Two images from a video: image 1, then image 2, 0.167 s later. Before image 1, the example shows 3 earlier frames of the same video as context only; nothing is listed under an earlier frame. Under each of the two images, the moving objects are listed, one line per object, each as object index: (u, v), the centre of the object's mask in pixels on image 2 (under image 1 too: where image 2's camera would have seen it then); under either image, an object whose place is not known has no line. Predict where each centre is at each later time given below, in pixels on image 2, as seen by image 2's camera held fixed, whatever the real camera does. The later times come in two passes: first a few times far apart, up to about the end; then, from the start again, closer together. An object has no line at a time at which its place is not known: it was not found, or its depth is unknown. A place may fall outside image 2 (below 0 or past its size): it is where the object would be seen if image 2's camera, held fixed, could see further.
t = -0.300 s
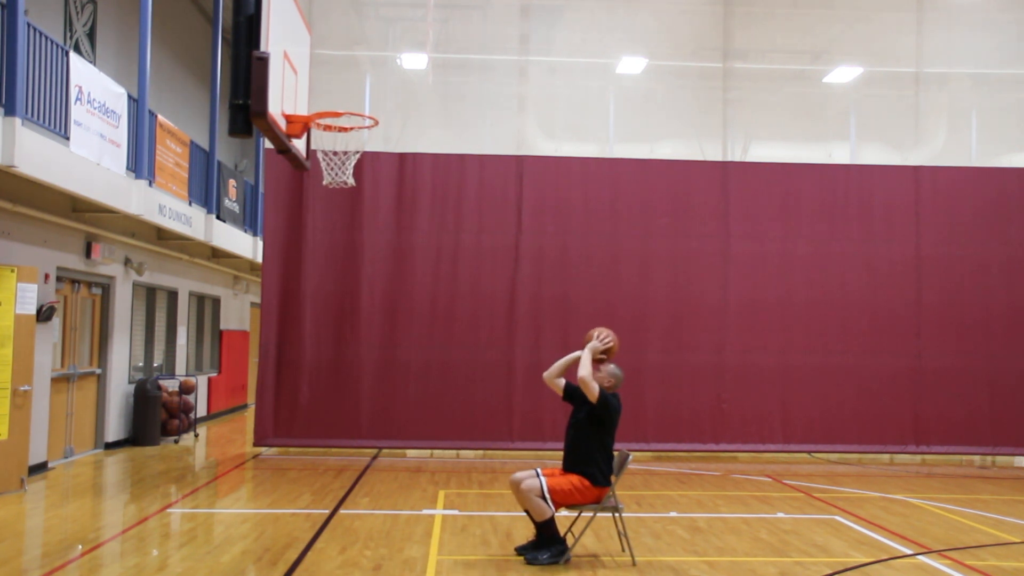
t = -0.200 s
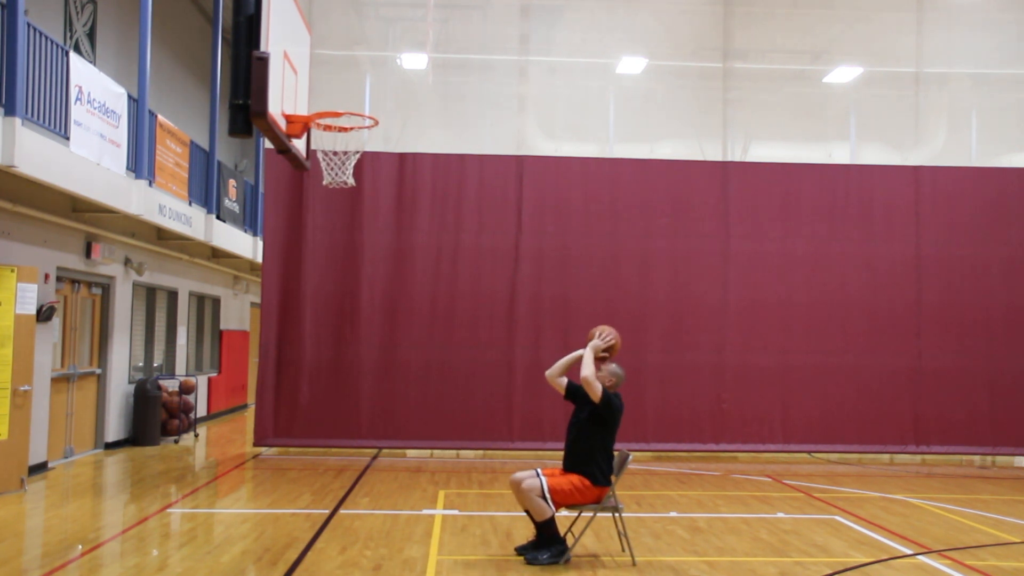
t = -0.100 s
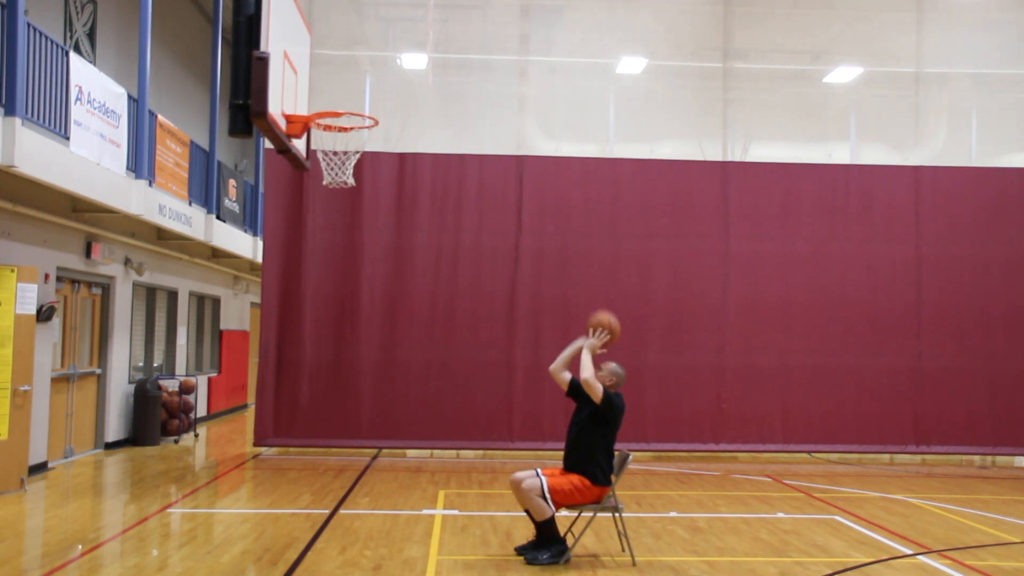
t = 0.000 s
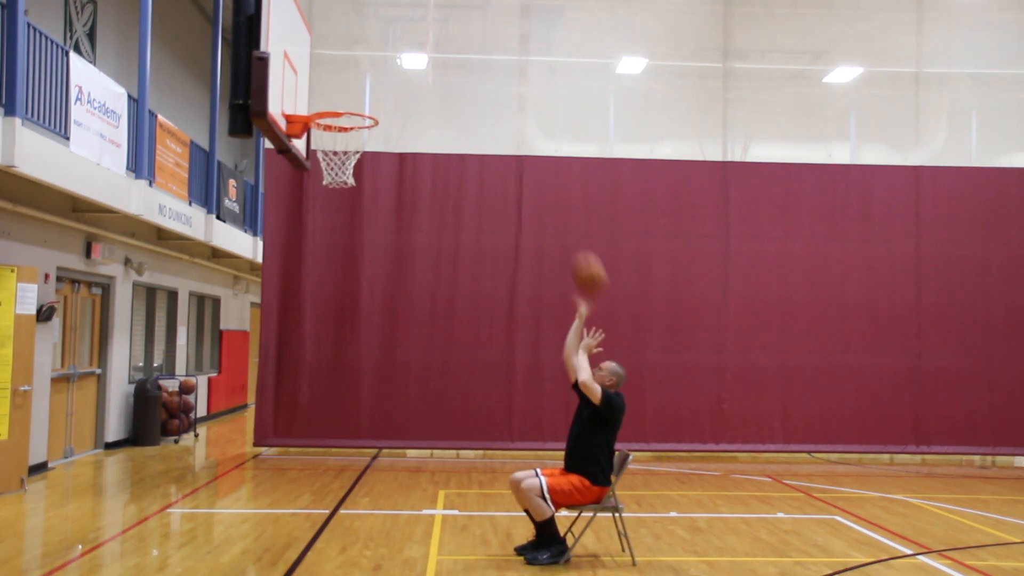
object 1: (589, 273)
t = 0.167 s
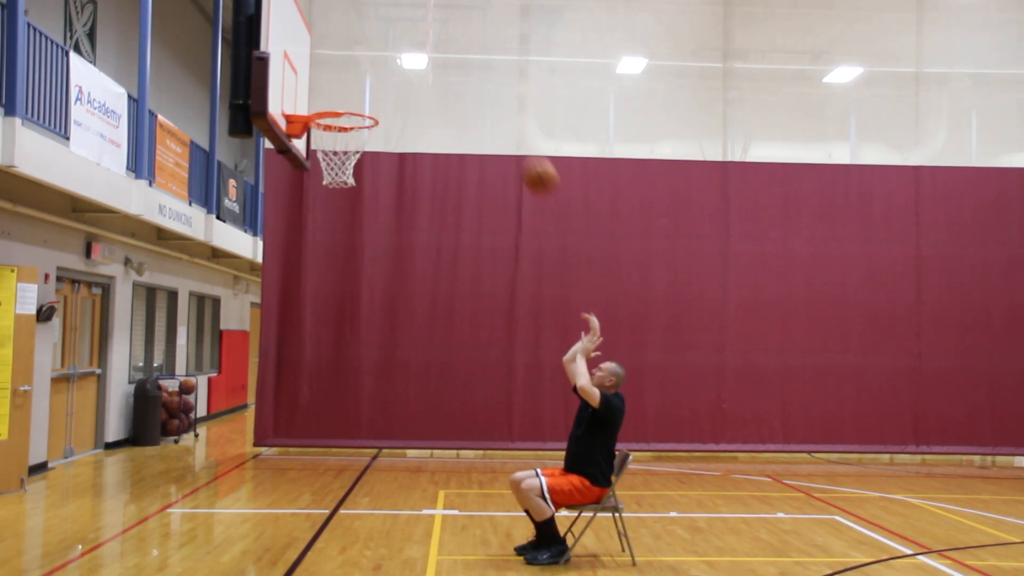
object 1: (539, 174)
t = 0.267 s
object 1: (509, 134)
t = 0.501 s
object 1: (439, 90)
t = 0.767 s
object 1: (383, 97)
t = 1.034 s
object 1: (382, 102)
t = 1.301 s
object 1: (393, 112)
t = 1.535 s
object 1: (409, 172)
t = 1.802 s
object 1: (424, 338)
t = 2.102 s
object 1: (440, 475)
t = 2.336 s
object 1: (457, 356)
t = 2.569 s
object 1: (472, 311)
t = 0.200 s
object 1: (530, 162)
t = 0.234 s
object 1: (519, 147)
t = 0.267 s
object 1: (509, 134)
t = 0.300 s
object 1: (499, 123)
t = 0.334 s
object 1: (489, 114)
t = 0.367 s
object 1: (479, 106)
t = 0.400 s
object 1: (469, 100)
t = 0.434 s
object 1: (459, 95)
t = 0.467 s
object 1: (449, 92)
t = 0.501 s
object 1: (439, 90)
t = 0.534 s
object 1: (429, 90)
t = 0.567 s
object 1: (419, 90)
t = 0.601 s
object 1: (409, 93)
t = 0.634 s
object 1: (399, 96)
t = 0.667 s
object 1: (389, 102)
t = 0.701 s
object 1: (383, 104)
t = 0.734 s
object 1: (383, 100)
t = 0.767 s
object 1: (383, 97)
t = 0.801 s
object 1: (383, 95)
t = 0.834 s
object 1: (382, 95)
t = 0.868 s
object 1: (382, 96)
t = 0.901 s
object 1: (382, 98)
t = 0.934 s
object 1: (382, 102)
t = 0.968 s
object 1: (382, 104)
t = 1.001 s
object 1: (382, 102)
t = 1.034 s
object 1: (382, 102)
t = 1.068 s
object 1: (383, 103)
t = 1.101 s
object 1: (383, 105)
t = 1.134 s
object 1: (384, 104)
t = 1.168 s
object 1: (385, 105)
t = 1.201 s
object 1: (387, 106)
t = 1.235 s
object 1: (389, 107)
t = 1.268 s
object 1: (391, 109)
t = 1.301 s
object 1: (393, 112)
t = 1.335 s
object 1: (395, 116)
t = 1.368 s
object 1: (398, 122)
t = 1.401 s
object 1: (400, 129)
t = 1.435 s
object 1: (402, 138)
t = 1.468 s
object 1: (404, 149)
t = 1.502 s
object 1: (407, 161)
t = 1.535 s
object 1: (409, 172)
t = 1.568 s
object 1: (412, 187)
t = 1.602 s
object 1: (413, 203)
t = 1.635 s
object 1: (415, 222)
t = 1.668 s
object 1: (417, 241)
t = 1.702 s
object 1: (419, 263)
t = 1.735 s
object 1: (420, 286)
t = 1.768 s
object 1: (423, 311)
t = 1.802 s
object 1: (424, 338)
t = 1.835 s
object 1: (425, 366)
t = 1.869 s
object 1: (426, 396)
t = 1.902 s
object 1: (428, 422)
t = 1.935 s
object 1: (429, 456)
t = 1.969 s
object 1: (428, 490)
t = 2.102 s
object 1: (440, 475)
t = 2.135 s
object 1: (442, 455)
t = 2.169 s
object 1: (445, 432)
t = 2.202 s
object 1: (448, 416)
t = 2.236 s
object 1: (450, 398)
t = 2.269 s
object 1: (453, 382)
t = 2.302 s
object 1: (455, 368)
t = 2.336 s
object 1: (457, 356)
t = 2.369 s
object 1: (460, 345)
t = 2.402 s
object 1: (461, 335)
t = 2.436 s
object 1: (464, 327)
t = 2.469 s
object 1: (466, 321)
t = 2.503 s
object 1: (468, 316)
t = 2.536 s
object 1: (470, 312)
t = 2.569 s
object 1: (472, 311)
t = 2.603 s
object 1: (474, 310)
